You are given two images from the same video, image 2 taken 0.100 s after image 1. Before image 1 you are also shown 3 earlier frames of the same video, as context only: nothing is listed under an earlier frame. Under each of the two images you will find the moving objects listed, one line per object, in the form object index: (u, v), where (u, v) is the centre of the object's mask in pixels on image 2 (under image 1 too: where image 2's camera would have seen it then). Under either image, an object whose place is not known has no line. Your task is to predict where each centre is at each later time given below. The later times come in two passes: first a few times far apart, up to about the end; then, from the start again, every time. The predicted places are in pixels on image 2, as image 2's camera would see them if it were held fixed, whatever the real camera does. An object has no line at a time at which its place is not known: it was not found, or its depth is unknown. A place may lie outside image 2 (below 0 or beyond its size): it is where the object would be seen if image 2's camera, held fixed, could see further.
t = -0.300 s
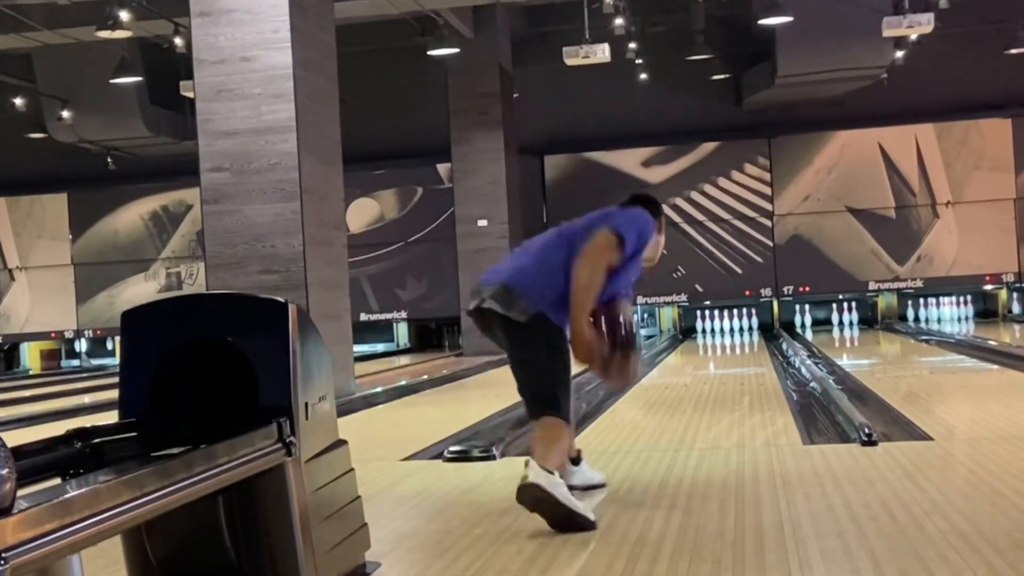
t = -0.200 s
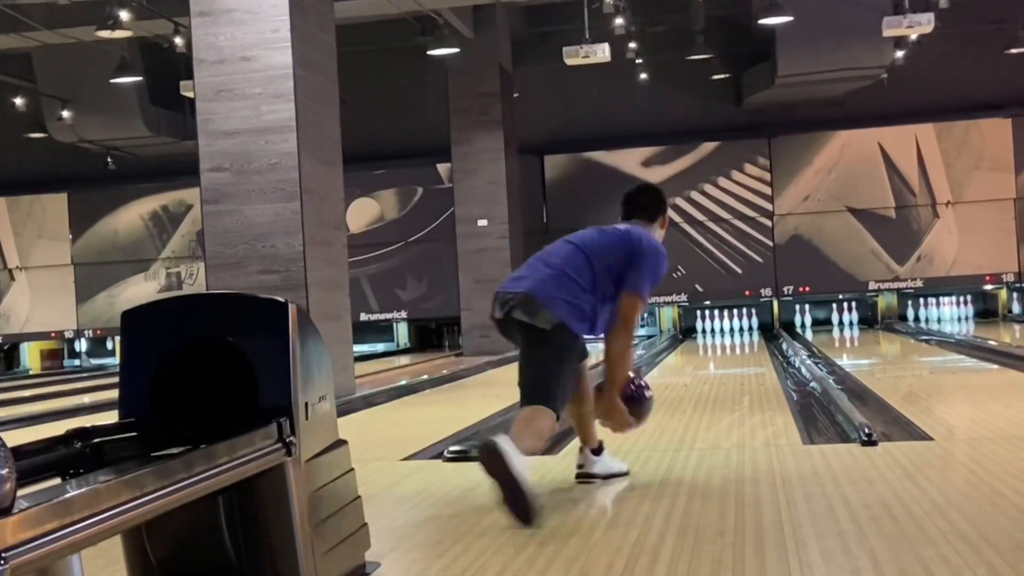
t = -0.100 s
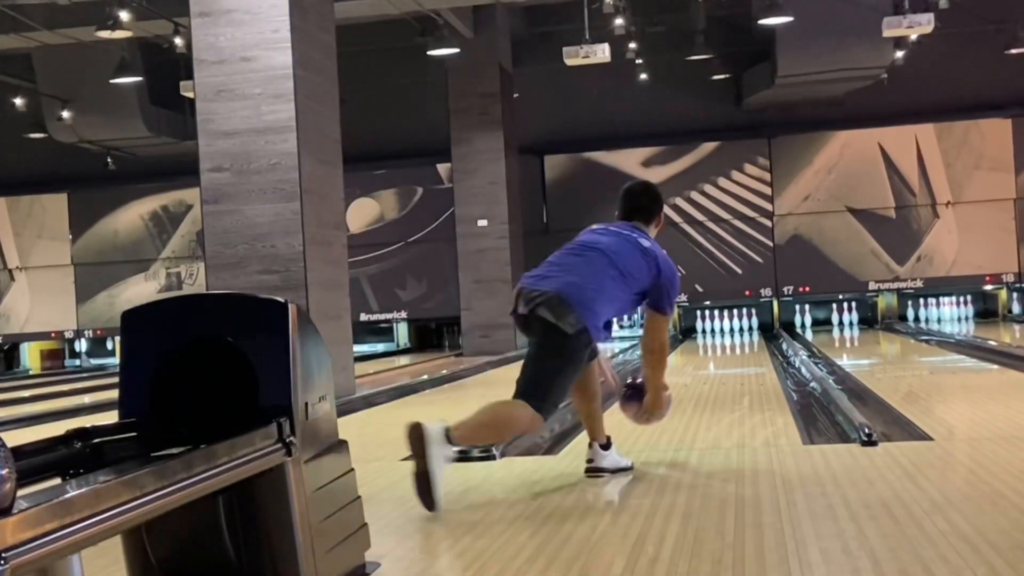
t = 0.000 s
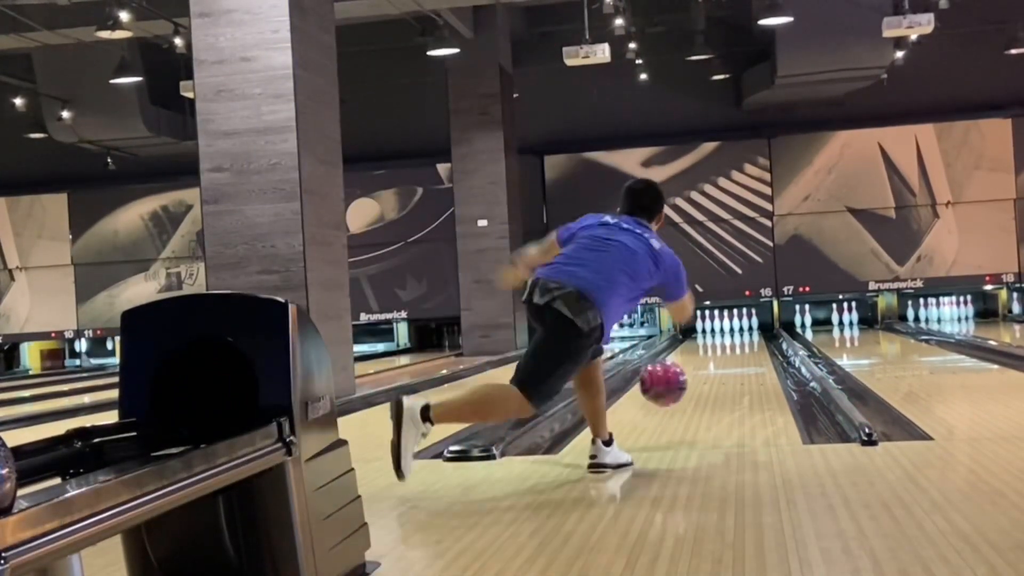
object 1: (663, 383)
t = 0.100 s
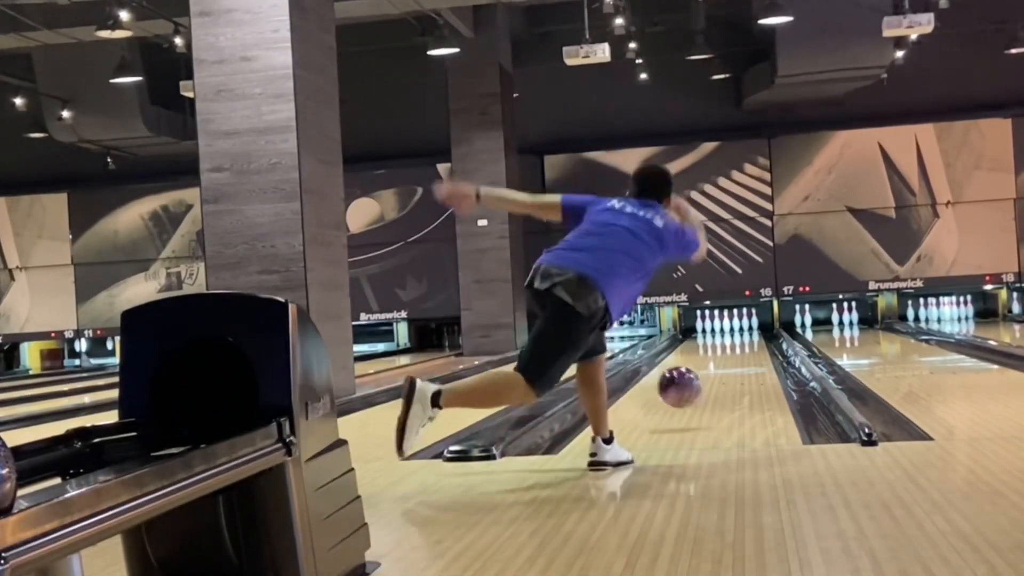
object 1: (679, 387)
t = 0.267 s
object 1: (700, 391)
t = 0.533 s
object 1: (721, 372)
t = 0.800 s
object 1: (735, 359)
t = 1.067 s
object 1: (745, 351)
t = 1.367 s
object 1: (752, 342)
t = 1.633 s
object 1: (755, 336)
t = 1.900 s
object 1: (756, 332)
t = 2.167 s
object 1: (750, 330)
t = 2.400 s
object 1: (744, 328)
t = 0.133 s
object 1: (685, 393)
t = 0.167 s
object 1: (689, 400)
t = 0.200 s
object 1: (693, 395)
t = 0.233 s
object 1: (697, 392)
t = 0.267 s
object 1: (700, 391)
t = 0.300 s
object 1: (703, 388)
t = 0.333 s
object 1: (706, 385)
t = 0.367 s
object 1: (709, 383)
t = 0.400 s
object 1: (712, 380)
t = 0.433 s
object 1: (714, 378)
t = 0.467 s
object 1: (716, 376)
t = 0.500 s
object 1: (718, 374)
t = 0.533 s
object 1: (721, 372)
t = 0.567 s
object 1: (723, 370)
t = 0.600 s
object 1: (725, 369)
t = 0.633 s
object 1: (727, 367)
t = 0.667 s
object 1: (728, 365)
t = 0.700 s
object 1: (730, 364)
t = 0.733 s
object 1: (732, 362)
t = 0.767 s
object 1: (733, 361)
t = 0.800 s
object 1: (735, 359)
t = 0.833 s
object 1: (736, 358)
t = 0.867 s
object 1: (737, 357)
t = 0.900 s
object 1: (739, 355)
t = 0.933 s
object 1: (740, 355)
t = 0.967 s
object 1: (741, 353)
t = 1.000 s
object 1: (743, 352)
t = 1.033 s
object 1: (743, 352)
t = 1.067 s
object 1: (745, 351)
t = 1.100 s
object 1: (745, 349)
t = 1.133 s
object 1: (746, 348)
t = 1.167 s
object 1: (747, 347)
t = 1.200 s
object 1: (747, 347)
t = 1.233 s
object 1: (749, 345)
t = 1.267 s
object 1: (749, 344)
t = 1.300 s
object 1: (750, 343)
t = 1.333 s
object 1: (751, 342)
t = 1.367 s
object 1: (752, 342)
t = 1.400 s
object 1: (753, 341)
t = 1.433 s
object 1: (753, 340)
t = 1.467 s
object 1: (753, 339)
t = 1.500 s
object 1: (753, 339)
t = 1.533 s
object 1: (754, 338)
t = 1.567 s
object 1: (754, 337)
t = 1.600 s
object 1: (755, 337)
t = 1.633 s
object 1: (755, 336)
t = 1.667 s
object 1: (755, 336)
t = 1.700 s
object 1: (756, 336)
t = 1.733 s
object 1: (756, 335)
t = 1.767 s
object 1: (756, 334)
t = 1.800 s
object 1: (756, 333)
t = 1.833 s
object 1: (755, 333)
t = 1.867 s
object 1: (755, 333)
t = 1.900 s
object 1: (756, 332)
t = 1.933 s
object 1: (755, 332)
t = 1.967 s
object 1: (754, 331)
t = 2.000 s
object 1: (754, 331)
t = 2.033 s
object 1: (754, 330)
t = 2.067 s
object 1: (753, 330)
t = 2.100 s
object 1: (752, 330)
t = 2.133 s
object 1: (751, 330)
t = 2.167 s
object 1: (750, 330)
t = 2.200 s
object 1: (749, 329)
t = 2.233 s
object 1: (747, 329)
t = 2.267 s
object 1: (747, 329)
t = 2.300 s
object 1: (746, 328)
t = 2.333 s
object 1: (745, 328)
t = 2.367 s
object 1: (745, 328)
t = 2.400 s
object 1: (744, 328)
